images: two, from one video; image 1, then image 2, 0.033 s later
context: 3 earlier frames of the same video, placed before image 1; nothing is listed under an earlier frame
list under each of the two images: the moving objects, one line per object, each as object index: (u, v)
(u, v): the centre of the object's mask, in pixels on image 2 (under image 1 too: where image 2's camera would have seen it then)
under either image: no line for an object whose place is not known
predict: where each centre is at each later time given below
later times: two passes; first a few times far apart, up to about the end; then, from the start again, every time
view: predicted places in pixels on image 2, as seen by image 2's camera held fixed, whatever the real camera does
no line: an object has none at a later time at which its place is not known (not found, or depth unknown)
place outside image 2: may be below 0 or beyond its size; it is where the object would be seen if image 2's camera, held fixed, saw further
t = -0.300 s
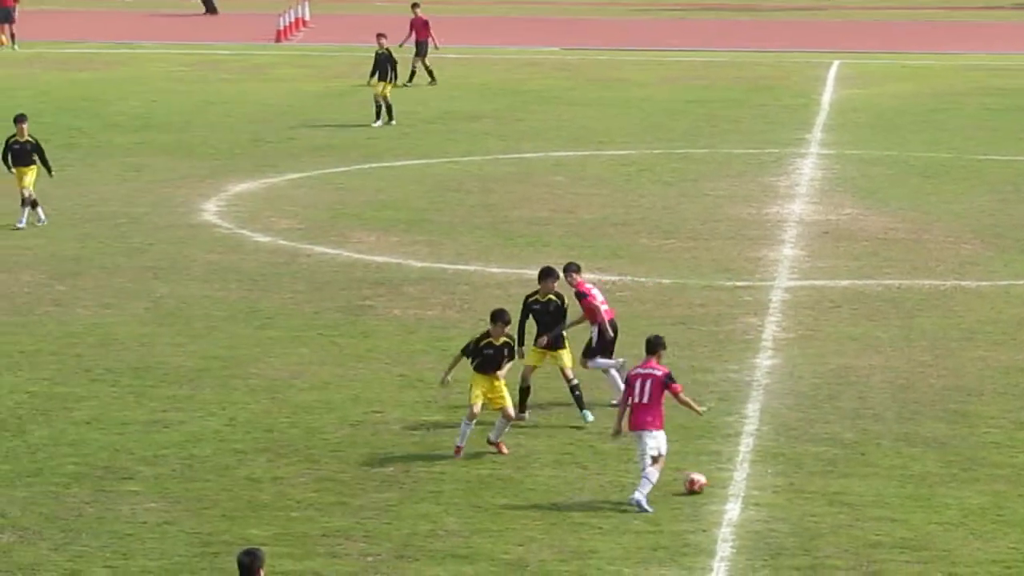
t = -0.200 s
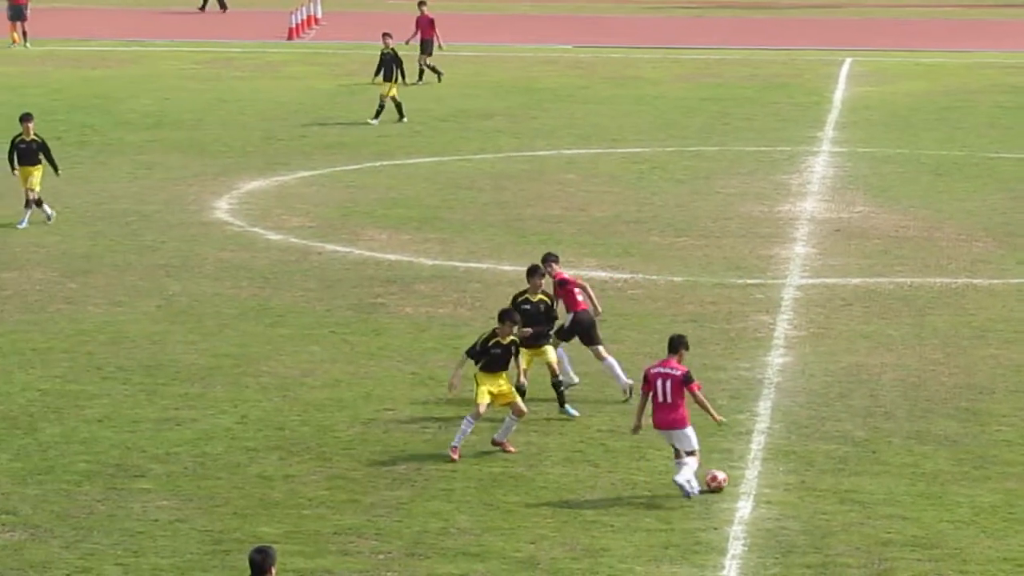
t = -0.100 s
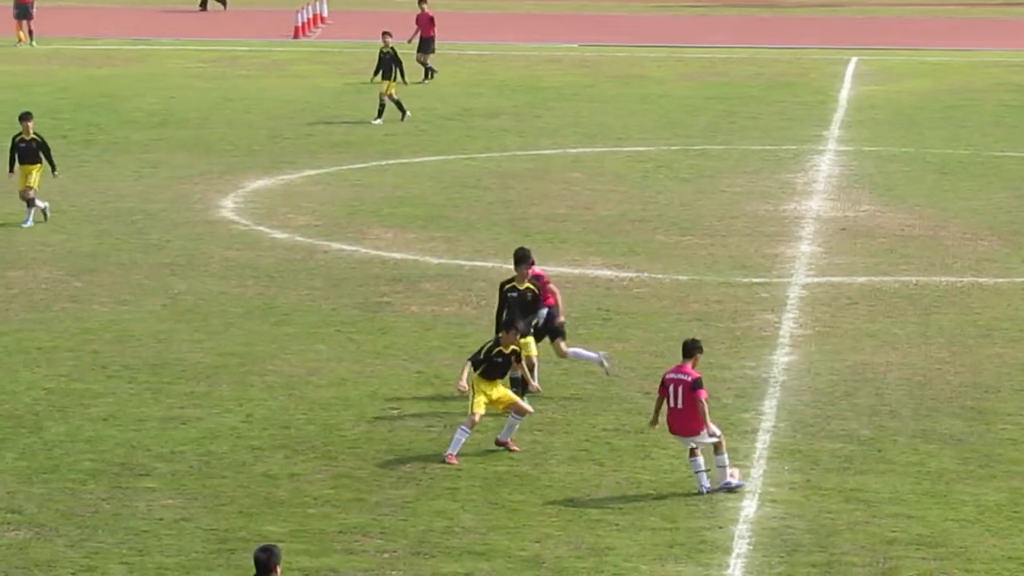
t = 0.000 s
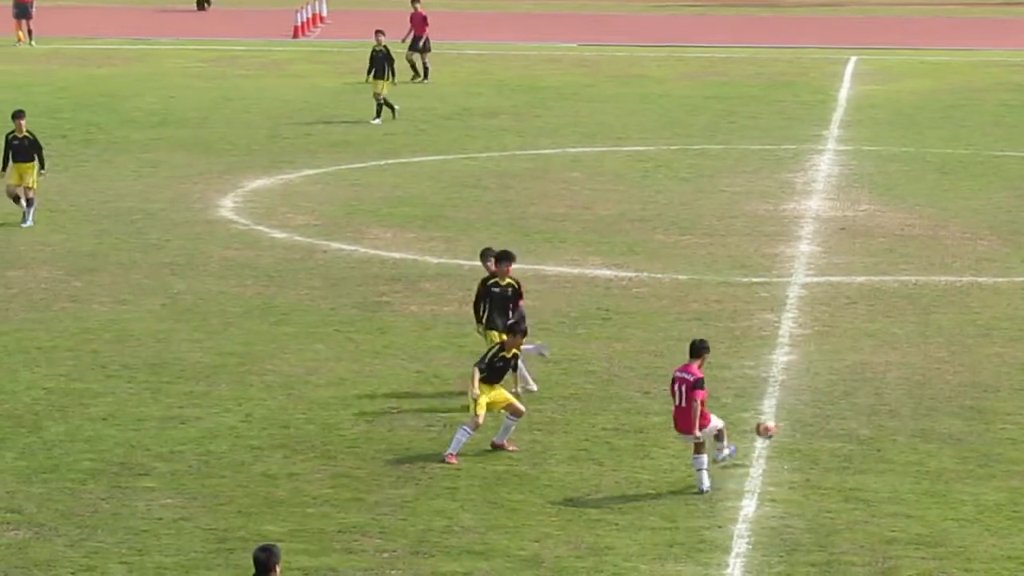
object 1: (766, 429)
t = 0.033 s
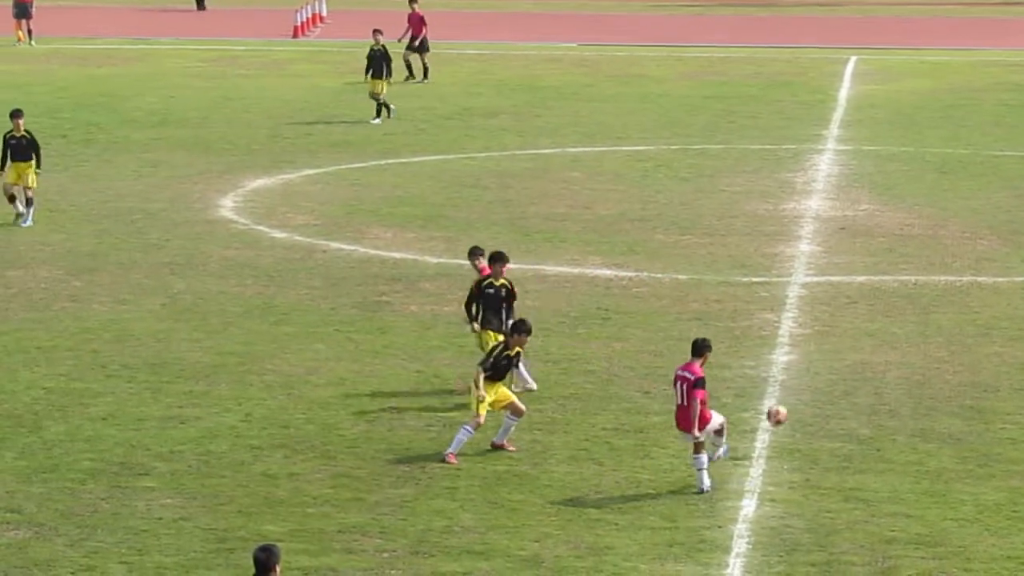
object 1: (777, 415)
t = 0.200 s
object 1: (830, 369)
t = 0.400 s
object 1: (886, 357)
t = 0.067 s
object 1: (789, 403)
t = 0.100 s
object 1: (799, 393)
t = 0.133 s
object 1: (810, 383)
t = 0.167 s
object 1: (819, 375)
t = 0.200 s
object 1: (830, 369)
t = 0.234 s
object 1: (840, 364)
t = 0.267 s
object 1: (849, 360)
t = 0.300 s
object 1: (858, 358)
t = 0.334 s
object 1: (868, 357)
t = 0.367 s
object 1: (877, 357)
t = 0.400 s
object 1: (886, 357)
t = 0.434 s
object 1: (895, 359)
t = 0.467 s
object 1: (903, 362)
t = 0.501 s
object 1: (911, 351)
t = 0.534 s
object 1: (917, 341)
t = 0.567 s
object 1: (924, 333)
